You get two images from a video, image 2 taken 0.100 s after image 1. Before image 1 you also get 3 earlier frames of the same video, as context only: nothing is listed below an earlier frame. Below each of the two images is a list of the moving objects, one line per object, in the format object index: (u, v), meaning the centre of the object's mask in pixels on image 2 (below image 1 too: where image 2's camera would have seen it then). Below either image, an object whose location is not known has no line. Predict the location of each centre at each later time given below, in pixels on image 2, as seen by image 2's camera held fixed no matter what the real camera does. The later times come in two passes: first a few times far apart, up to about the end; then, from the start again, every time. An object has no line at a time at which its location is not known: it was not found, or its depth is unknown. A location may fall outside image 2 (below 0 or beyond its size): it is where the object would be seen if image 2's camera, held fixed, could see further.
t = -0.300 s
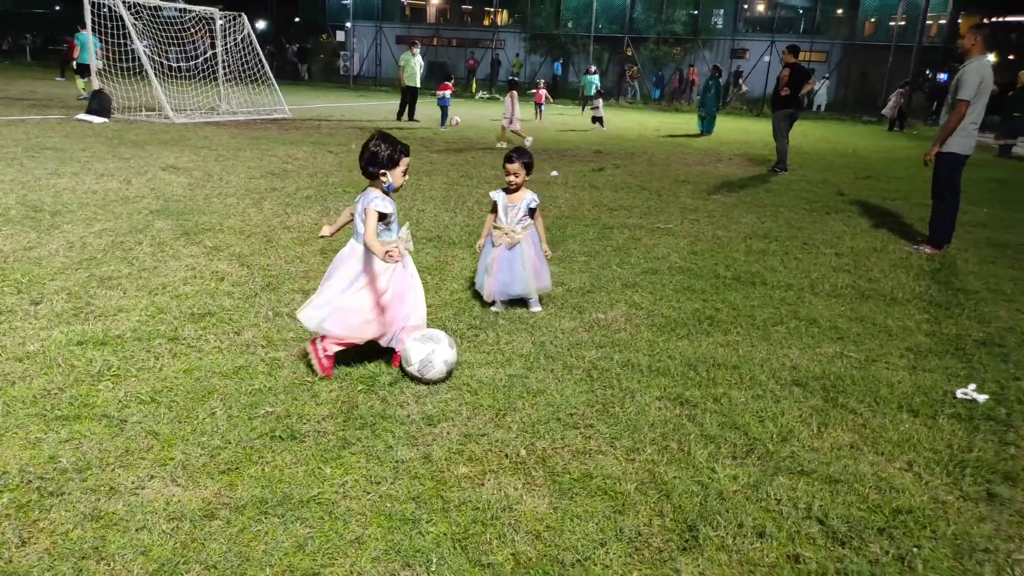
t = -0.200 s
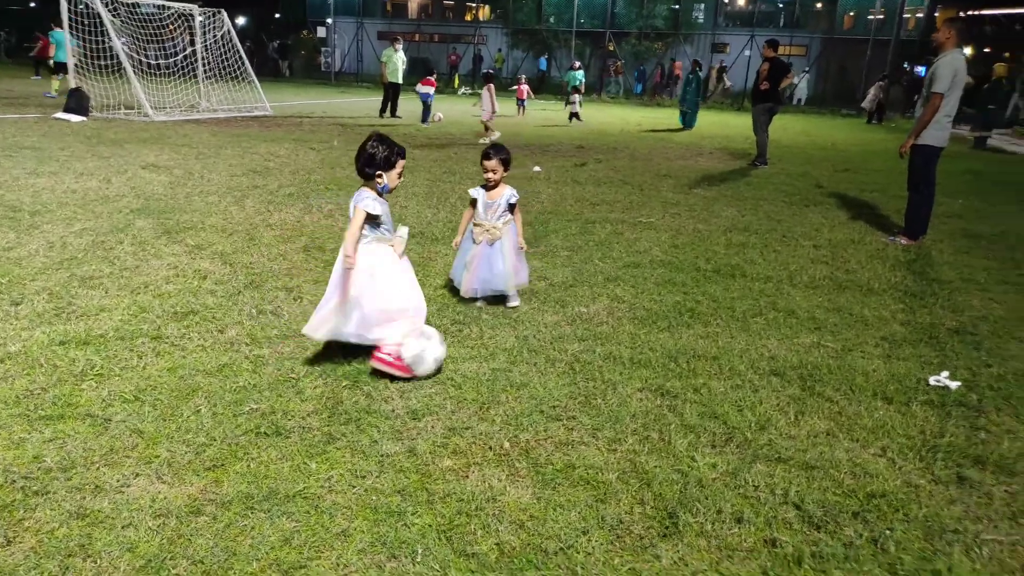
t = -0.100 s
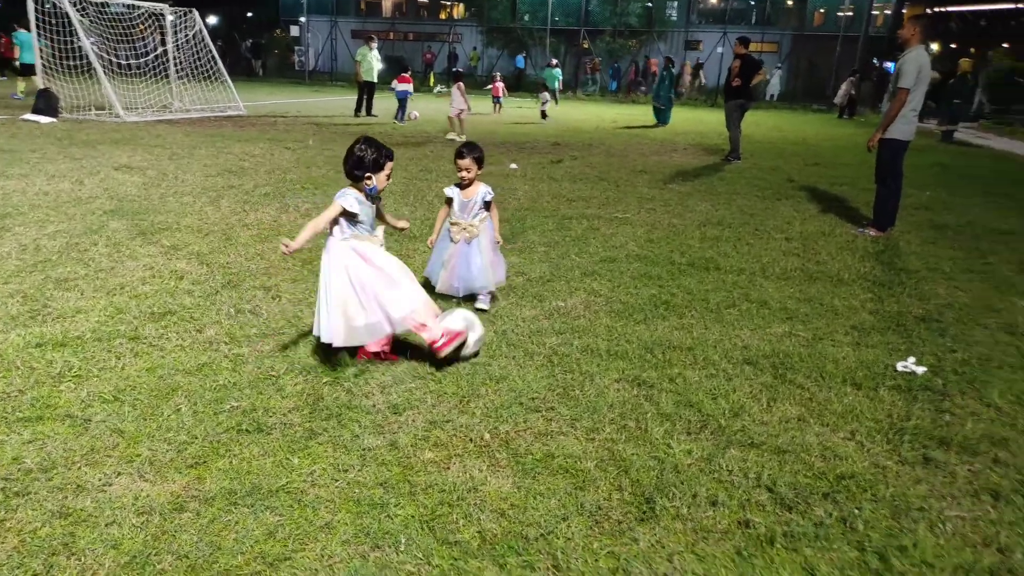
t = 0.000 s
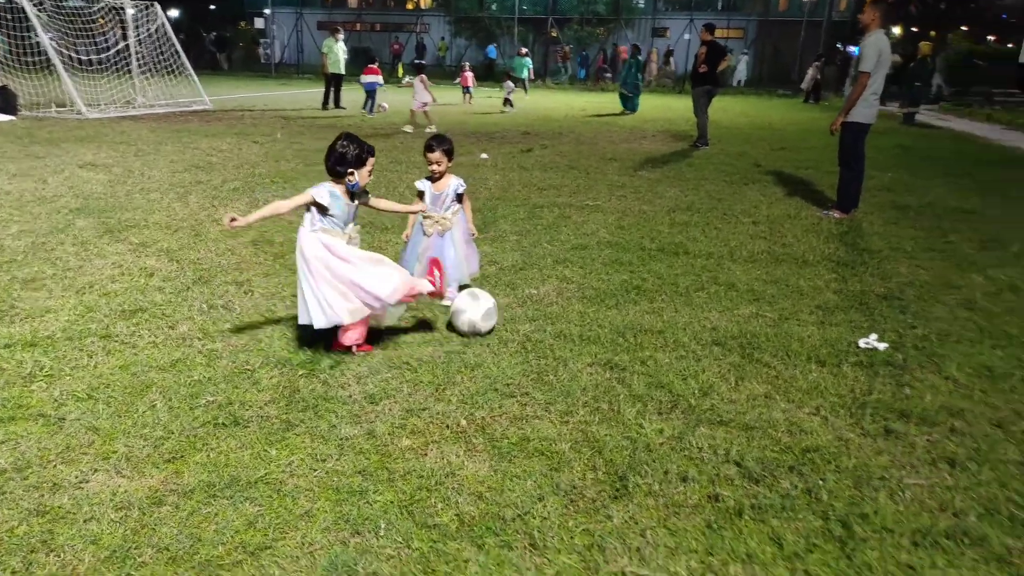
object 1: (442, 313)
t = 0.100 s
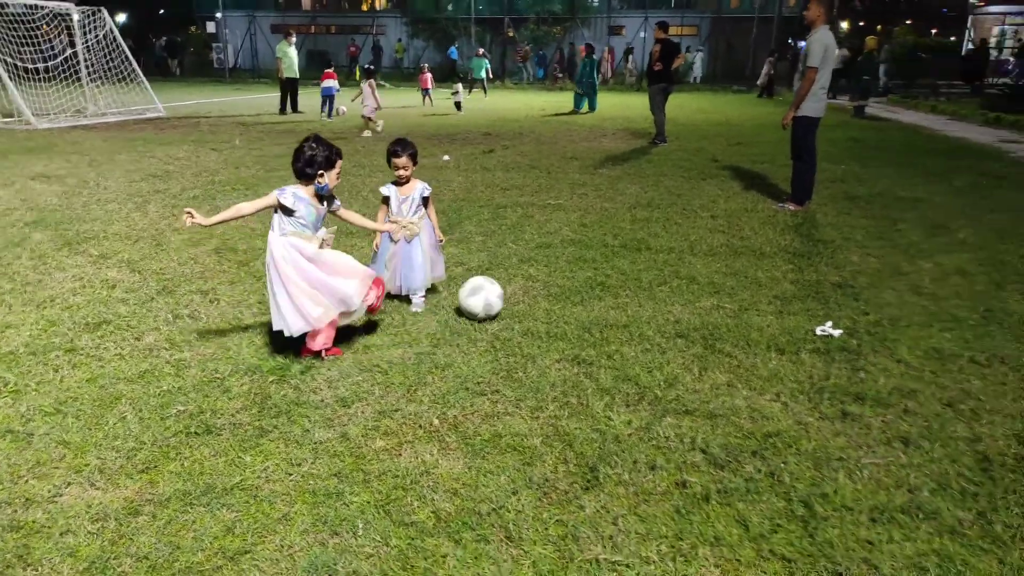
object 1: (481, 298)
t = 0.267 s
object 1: (521, 282)
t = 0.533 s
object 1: (571, 262)
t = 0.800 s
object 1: (608, 248)
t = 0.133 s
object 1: (490, 295)
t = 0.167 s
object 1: (498, 292)
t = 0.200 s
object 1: (506, 288)
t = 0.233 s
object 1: (514, 283)
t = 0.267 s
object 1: (521, 282)
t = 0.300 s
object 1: (529, 280)
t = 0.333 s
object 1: (536, 277)
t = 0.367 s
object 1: (542, 274)
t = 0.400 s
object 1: (548, 271)
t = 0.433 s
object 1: (554, 269)
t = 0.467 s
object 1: (560, 268)
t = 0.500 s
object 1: (566, 265)
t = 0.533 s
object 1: (571, 262)
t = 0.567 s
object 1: (576, 261)
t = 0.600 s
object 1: (581, 259)
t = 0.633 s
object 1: (586, 256)
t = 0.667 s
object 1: (590, 255)
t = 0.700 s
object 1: (595, 254)
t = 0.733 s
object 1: (600, 252)
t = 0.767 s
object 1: (604, 250)
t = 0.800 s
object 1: (608, 248)
